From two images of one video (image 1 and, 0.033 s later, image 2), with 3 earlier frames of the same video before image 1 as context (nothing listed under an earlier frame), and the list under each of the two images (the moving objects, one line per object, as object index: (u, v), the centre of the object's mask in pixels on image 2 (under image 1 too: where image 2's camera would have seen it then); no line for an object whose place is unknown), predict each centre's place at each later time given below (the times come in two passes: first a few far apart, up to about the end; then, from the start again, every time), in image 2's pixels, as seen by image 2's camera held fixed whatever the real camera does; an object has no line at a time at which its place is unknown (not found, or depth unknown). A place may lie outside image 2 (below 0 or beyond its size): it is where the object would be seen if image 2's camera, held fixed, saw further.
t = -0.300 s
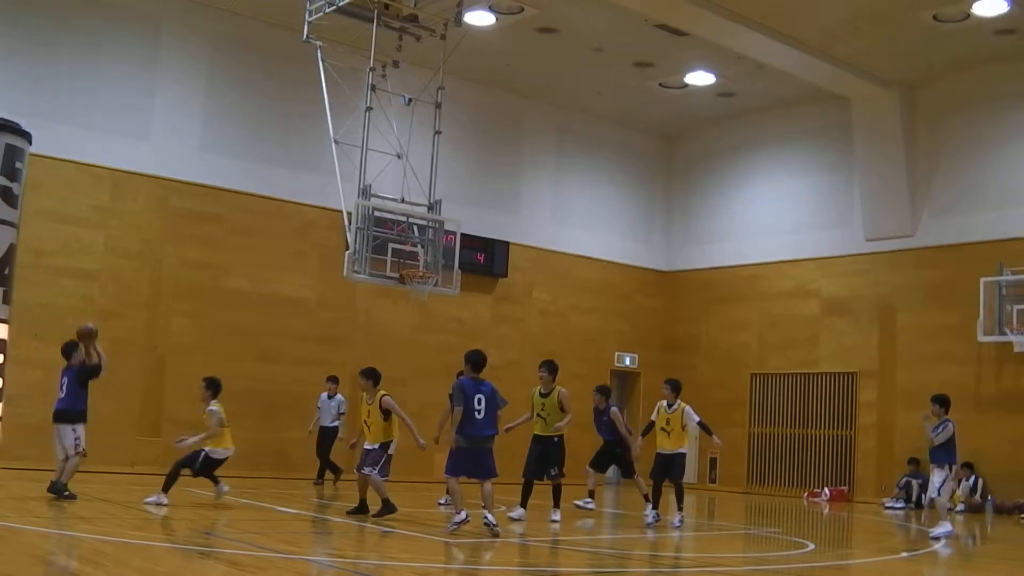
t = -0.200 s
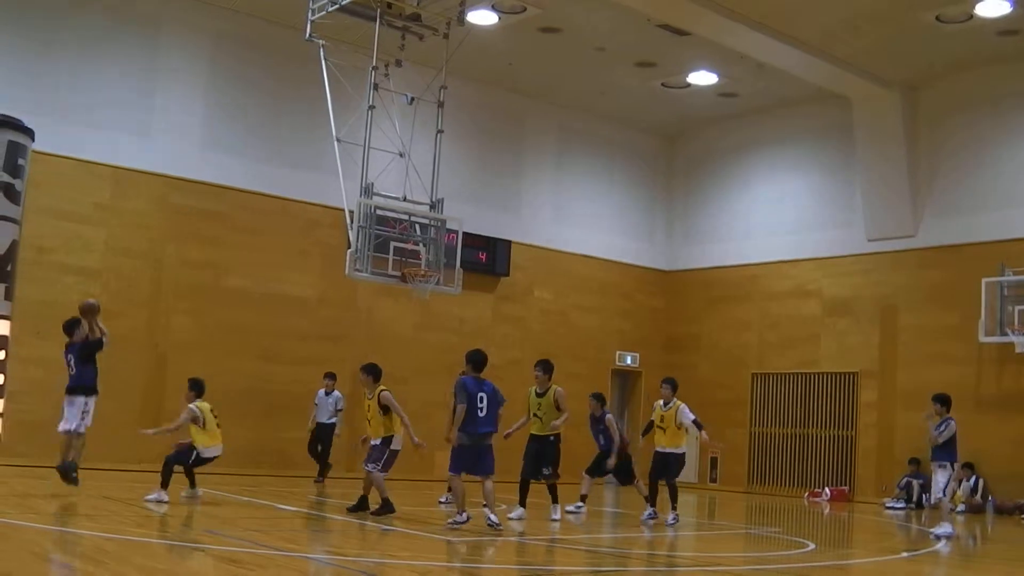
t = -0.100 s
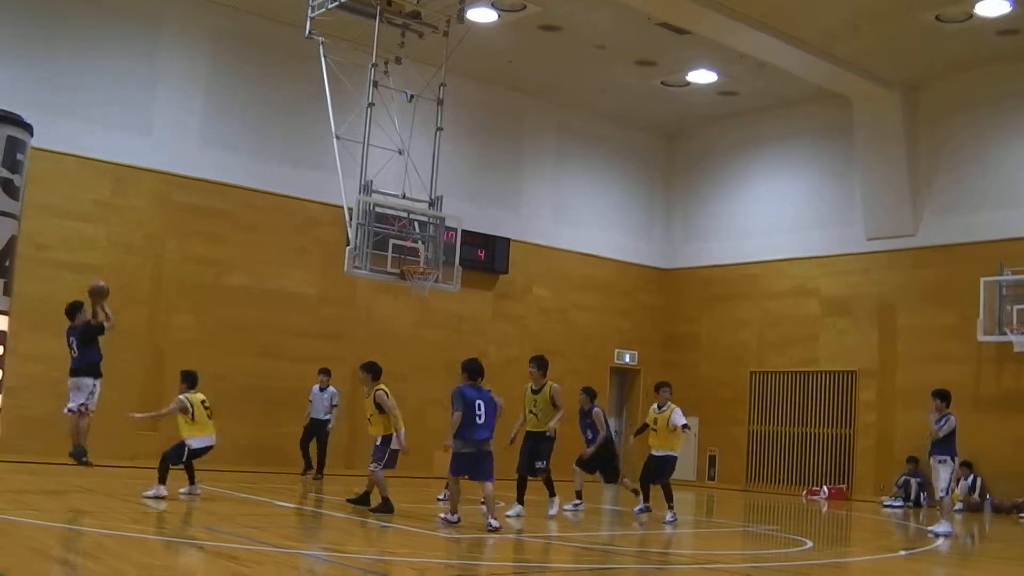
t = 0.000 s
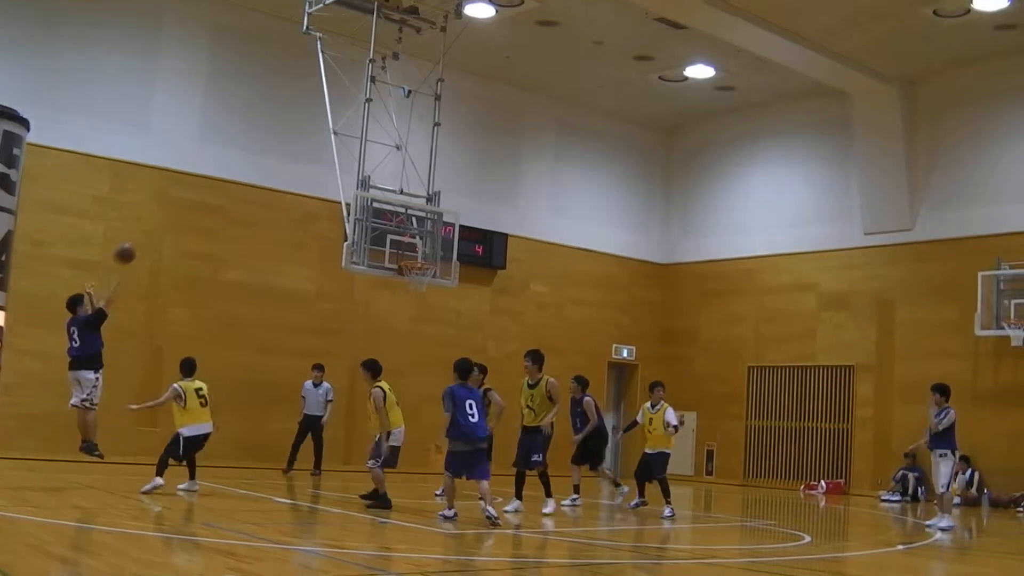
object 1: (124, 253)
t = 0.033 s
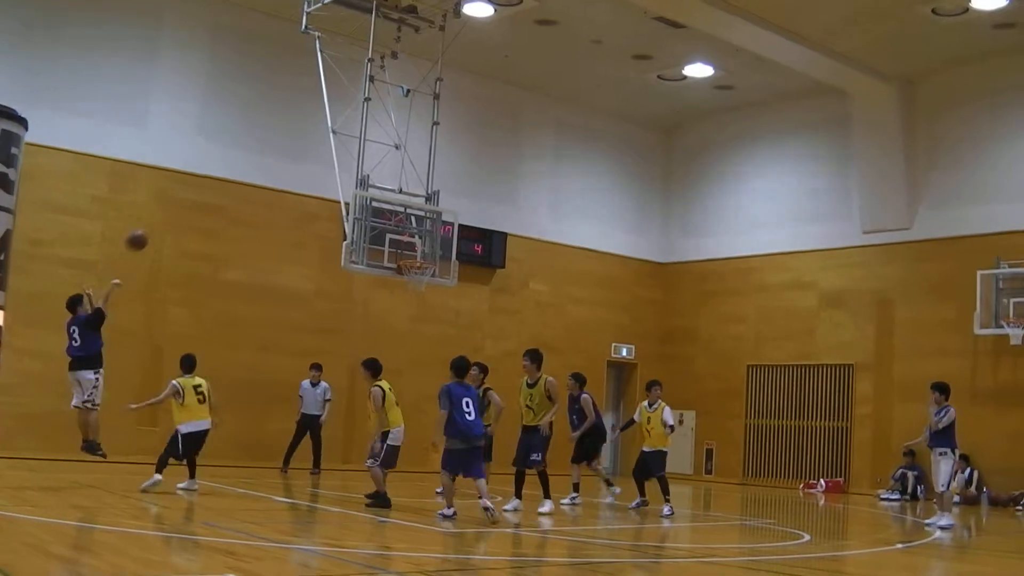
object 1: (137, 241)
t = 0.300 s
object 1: (232, 176)
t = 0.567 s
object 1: (312, 170)
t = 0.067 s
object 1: (150, 229)
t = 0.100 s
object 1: (162, 218)
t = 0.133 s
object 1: (174, 208)
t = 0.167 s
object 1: (186, 200)
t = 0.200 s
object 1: (199, 192)
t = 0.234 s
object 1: (209, 185)
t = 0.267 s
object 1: (221, 180)
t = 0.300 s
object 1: (232, 176)
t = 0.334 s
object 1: (242, 172)
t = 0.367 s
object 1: (253, 170)
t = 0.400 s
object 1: (263, 167)
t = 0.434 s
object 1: (273, 167)
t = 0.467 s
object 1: (283, 166)
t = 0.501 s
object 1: (293, 167)
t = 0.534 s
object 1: (303, 168)
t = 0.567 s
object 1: (312, 170)
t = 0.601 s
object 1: (321, 173)
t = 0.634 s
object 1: (330, 177)
